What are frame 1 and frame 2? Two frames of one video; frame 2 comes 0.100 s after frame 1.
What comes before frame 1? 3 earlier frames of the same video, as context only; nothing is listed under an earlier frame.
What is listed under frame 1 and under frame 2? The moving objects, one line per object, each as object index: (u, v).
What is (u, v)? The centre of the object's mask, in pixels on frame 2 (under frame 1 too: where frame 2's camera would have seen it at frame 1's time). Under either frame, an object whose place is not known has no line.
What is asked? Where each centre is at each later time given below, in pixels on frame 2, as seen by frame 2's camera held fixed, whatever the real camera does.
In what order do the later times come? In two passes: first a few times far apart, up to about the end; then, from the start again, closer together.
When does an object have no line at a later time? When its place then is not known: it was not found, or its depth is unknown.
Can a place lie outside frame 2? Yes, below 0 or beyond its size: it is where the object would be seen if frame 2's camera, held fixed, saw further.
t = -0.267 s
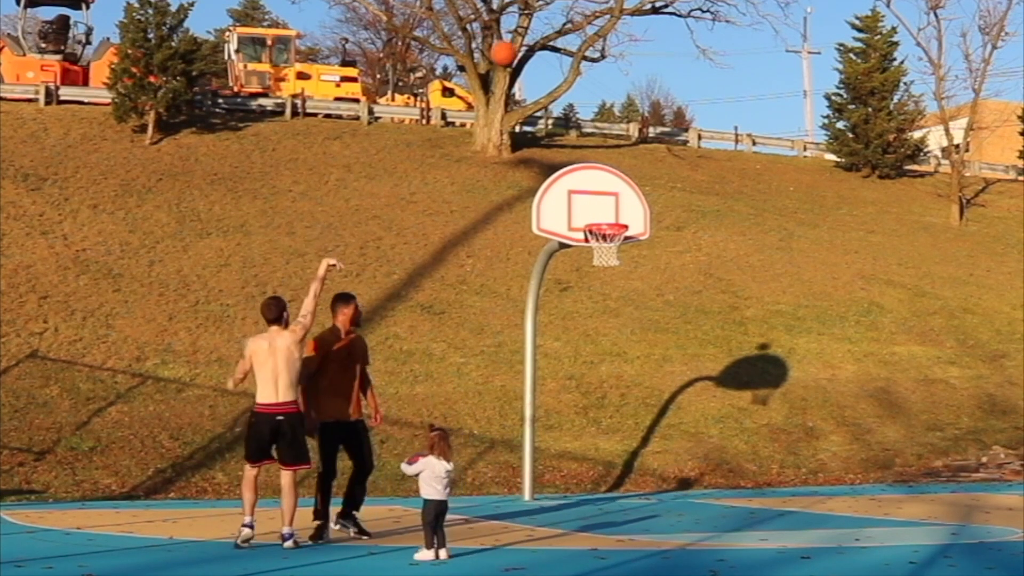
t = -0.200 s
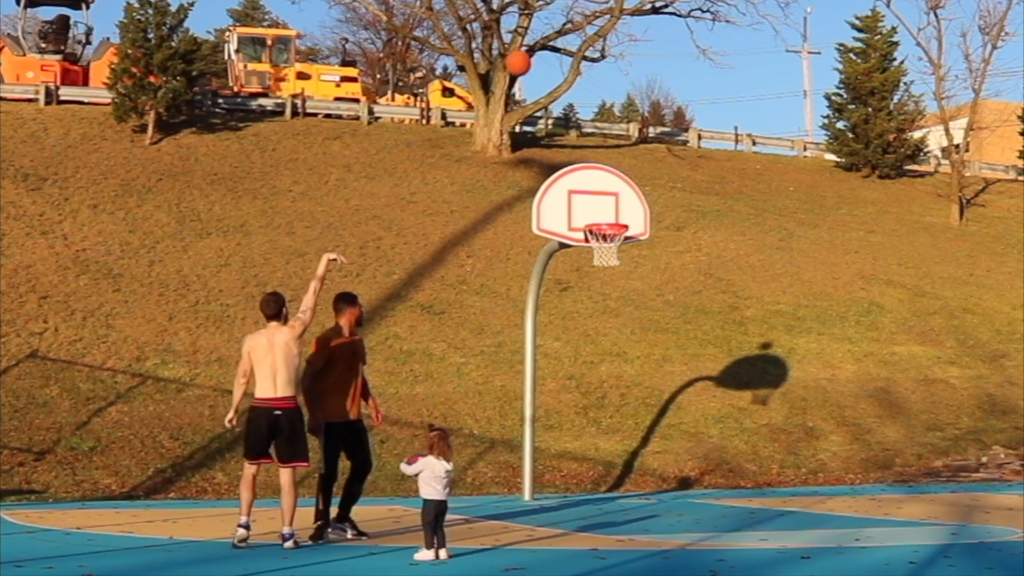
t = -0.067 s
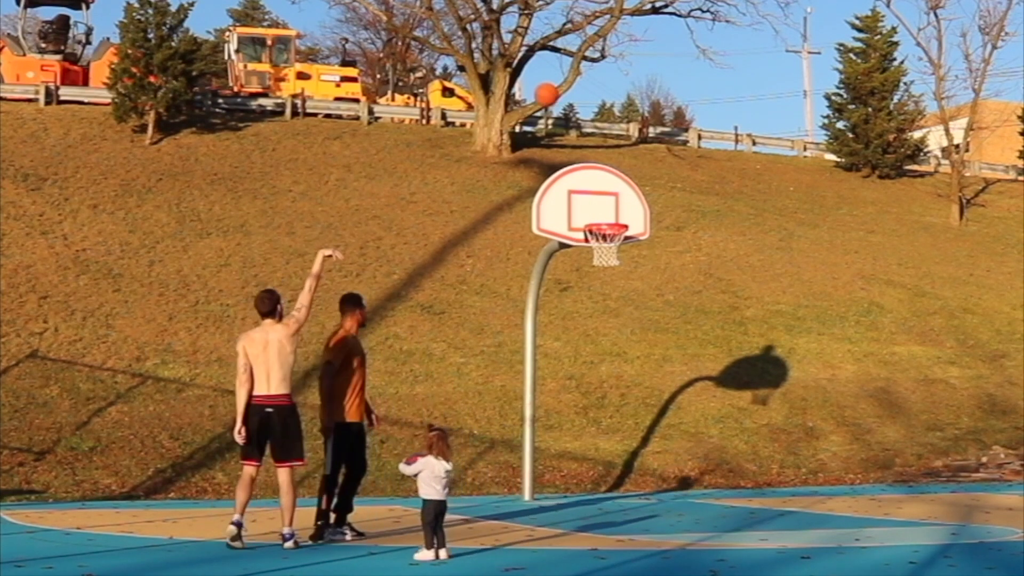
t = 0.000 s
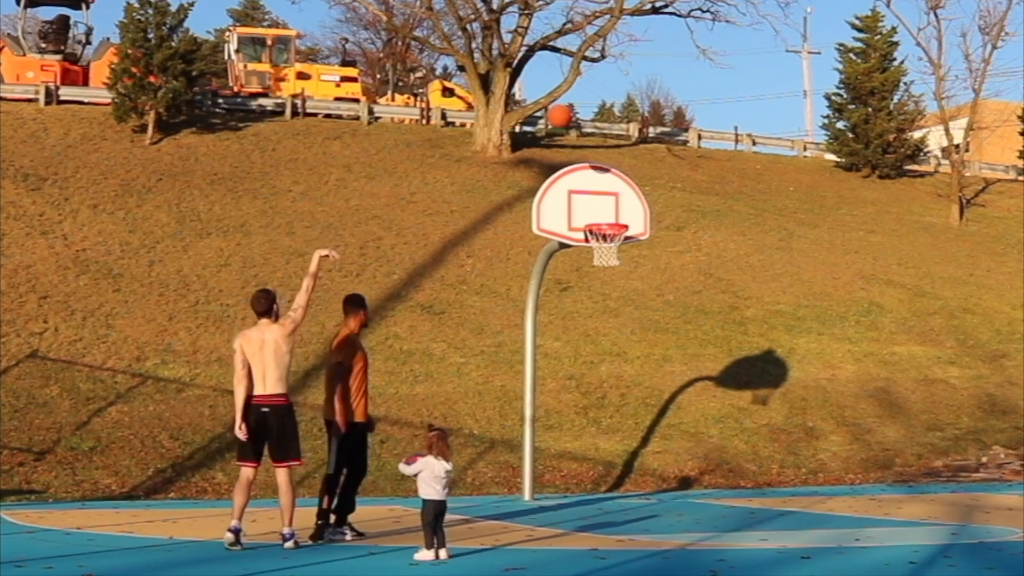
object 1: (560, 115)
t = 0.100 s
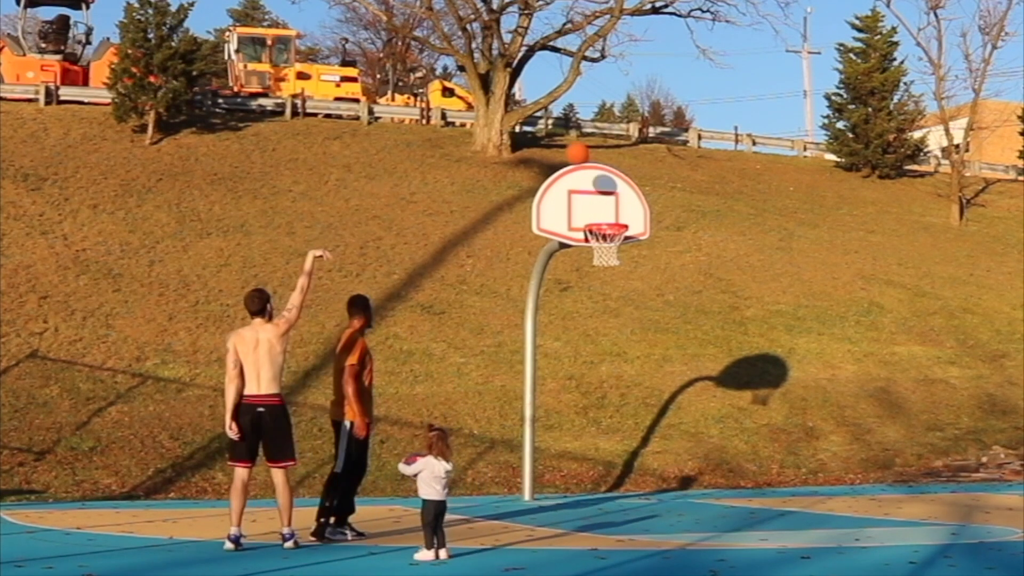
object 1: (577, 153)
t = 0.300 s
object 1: (607, 240)
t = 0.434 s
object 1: (623, 287)
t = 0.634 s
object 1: (642, 382)
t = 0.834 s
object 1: (658, 496)
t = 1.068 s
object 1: (656, 386)
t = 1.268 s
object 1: (653, 329)
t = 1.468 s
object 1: (649, 313)
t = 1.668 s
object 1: (644, 339)
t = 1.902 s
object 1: (636, 428)
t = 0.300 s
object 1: (607, 240)
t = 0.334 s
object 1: (615, 256)
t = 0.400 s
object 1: (620, 275)
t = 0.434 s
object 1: (623, 287)
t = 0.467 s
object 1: (626, 300)
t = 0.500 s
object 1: (629, 313)
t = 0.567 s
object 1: (635, 345)
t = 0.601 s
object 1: (638, 363)
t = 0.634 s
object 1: (642, 382)
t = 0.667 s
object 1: (644, 401)
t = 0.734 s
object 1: (650, 445)
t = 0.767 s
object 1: (654, 468)
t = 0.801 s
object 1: (657, 493)
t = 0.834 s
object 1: (658, 496)
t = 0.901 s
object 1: (657, 459)
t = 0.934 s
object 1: (657, 443)
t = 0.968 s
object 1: (657, 427)
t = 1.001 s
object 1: (657, 412)
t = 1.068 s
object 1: (656, 386)
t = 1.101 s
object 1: (655, 374)
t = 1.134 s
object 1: (655, 362)
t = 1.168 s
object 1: (654, 353)
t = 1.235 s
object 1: (653, 336)
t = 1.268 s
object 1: (653, 329)
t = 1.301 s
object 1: (652, 324)
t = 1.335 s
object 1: (651, 320)
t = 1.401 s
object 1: (650, 314)
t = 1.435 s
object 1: (649, 313)
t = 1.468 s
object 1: (649, 313)
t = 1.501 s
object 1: (648, 314)
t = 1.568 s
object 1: (646, 321)
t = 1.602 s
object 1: (645, 326)
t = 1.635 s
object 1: (644, 332)
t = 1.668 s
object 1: (644, 339)
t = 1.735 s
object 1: (642, 358)
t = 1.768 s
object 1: (641, 369)
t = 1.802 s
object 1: (640, 382)
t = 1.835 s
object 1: (639, 396)
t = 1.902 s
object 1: (636, 428)
